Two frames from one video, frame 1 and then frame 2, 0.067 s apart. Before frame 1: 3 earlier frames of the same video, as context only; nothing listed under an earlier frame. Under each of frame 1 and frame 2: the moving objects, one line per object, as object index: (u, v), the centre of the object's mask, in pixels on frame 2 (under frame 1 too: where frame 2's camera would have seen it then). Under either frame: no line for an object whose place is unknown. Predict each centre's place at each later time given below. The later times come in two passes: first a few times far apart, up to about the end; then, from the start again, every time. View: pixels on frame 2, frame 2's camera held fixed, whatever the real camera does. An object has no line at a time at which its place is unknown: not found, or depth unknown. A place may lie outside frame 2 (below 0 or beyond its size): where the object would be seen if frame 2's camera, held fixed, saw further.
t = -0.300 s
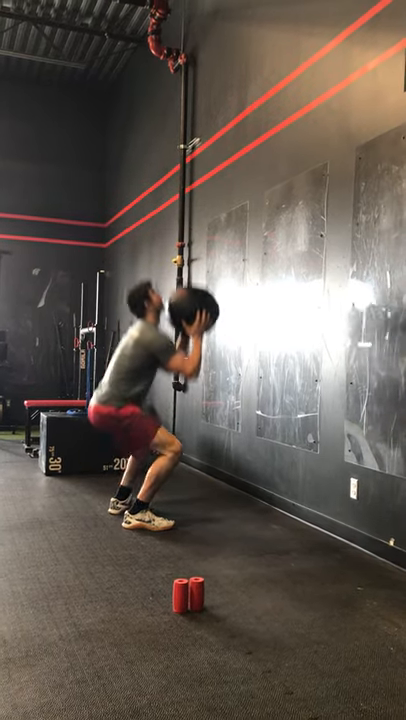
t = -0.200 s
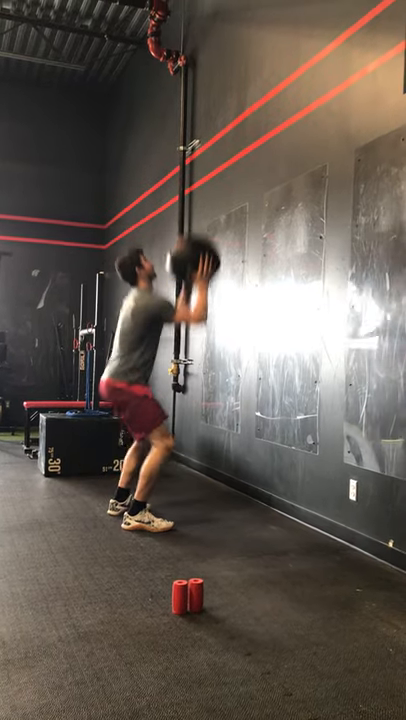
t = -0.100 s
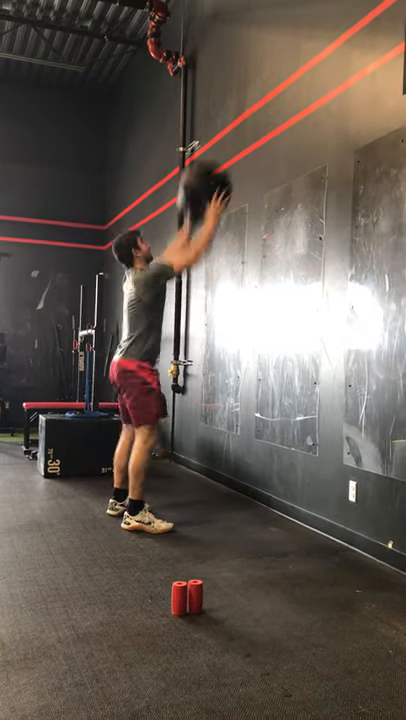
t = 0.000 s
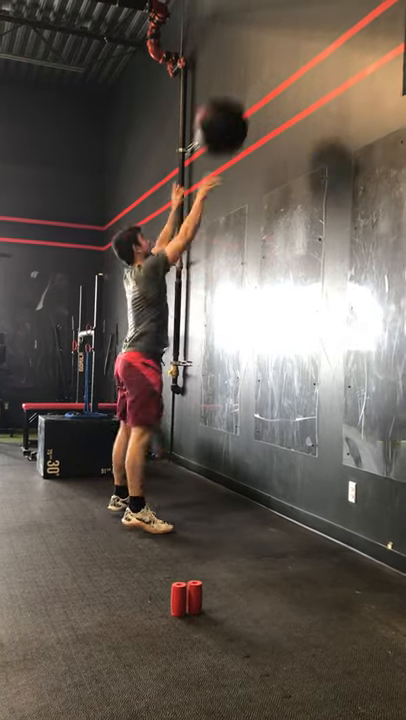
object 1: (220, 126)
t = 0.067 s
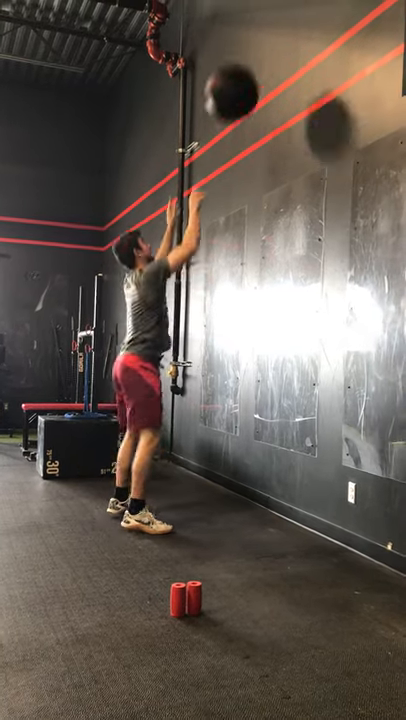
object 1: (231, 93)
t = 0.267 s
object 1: (262, 30)
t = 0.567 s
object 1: (259, 38)
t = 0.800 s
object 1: (235, 130)
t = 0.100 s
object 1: (236, 78)
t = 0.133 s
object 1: (242, 66)
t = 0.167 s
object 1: (247, 54)
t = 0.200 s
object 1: (252, 45)
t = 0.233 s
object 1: (257, 37)
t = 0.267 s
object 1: (262, 30)
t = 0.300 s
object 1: (267, 26)
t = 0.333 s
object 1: (272, 24)
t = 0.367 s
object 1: (276, 23)
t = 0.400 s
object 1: (276, 23)
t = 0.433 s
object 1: (271, 22)
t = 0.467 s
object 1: (268, 23)
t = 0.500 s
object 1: (265, 26)
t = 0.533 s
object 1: (262, 31)
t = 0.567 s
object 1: (259, 38)
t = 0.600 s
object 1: (256, 46)
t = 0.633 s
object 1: (252, 56)
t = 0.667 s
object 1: (249, 68)
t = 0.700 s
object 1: (246, 80)
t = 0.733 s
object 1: (243, 96)
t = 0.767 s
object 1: (239, 112)
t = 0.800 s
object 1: (235, 130)
